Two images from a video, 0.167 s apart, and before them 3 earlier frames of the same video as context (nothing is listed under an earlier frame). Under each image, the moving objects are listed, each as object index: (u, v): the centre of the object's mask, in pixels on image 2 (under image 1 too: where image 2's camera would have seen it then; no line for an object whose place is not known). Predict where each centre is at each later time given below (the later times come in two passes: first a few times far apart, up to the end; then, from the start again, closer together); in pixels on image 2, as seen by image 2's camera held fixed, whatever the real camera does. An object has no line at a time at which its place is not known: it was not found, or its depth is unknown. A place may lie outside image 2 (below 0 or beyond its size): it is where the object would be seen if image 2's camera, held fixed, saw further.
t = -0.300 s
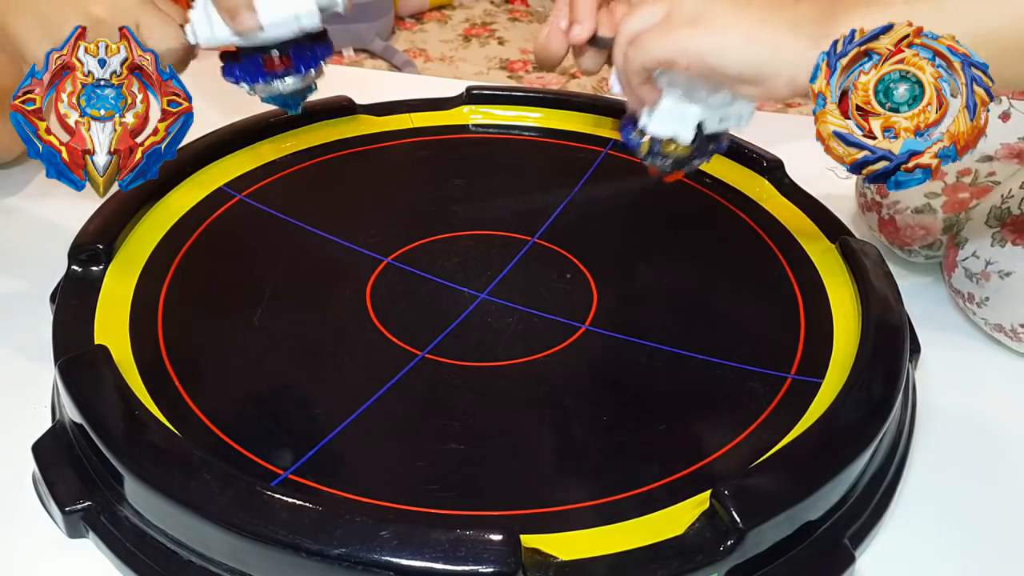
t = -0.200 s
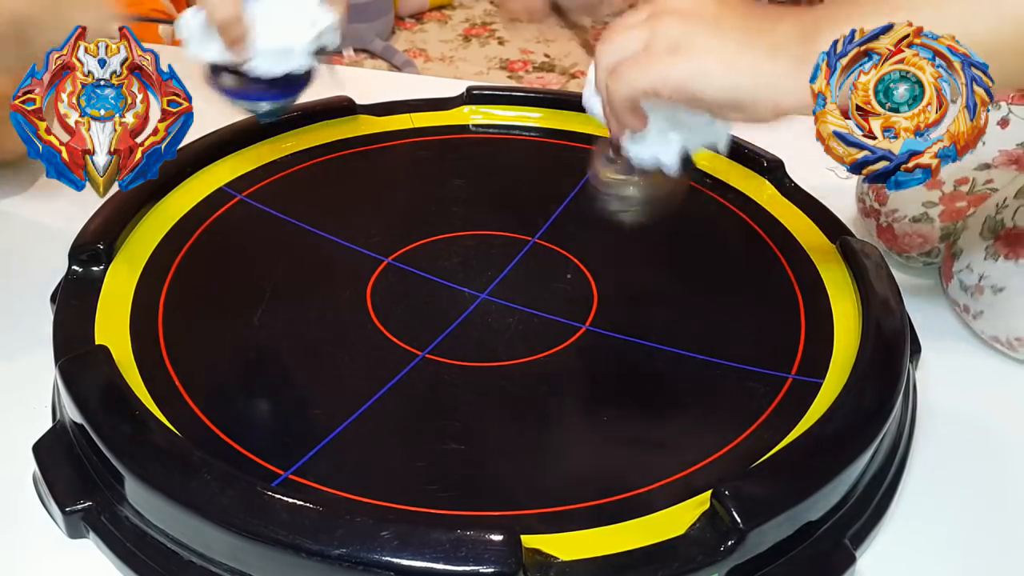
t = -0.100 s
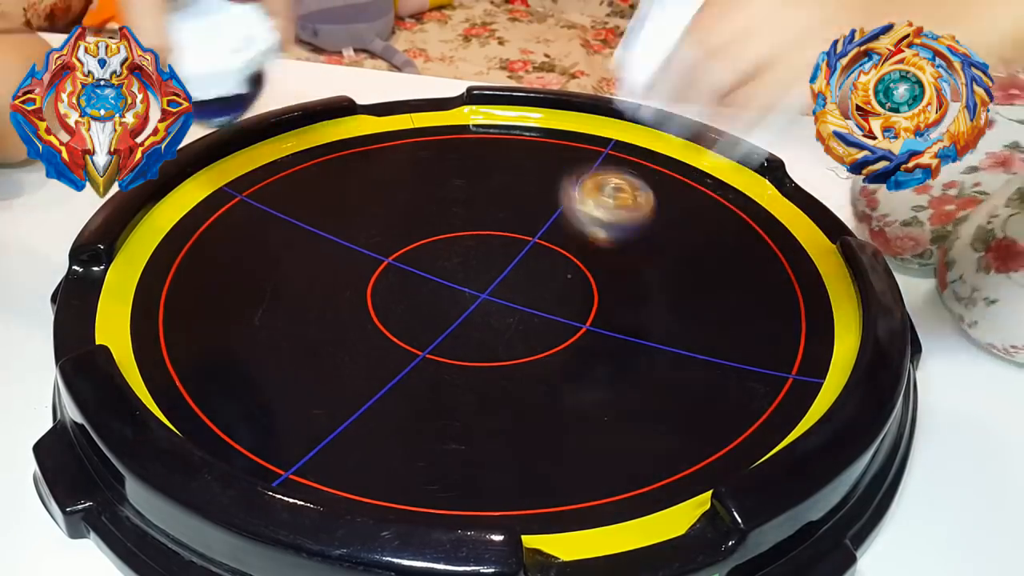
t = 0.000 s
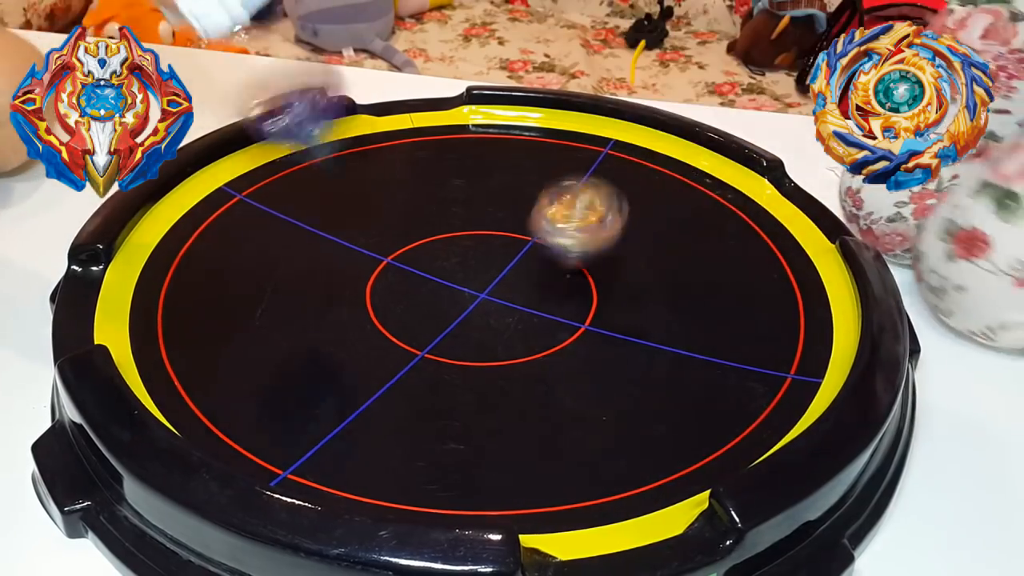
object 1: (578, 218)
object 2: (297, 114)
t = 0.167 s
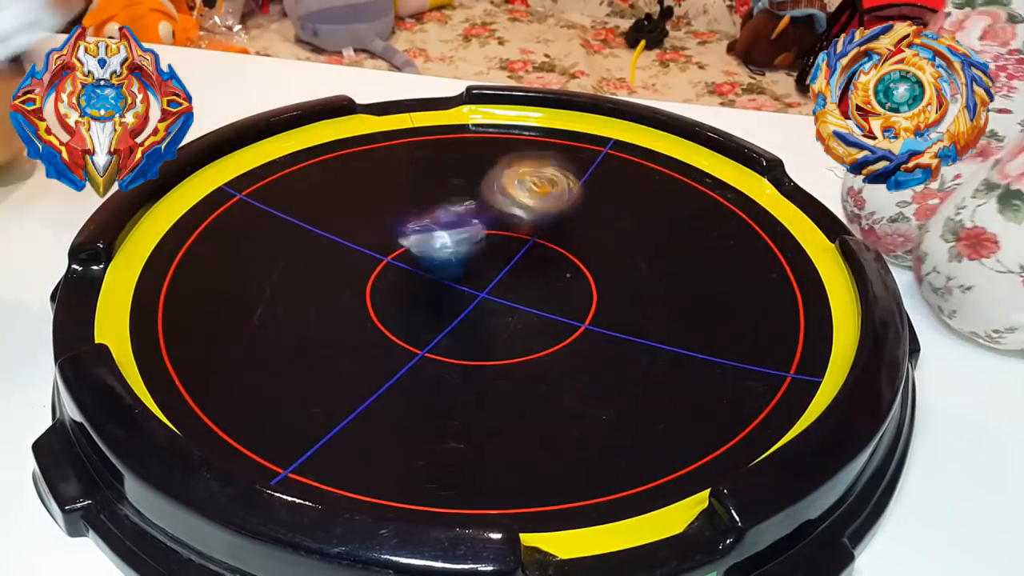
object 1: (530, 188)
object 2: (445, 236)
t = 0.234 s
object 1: (590, 175)
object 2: (400, 266)
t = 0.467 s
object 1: (674, 135)
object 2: (240, 380)
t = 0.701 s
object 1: (650, 153)
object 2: (286, 361)
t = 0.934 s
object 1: (560, 184)
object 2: (349, 270)
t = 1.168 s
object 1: (524, 151)
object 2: (373, 226)
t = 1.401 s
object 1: (570, 126)
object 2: (286, 263)
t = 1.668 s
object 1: (500, 177)
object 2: (351, 307)
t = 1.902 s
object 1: (513, 243)
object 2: (468, 310)
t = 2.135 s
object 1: (567, 230)
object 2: (576, 293)
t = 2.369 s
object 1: (558, 228)
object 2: (651, 260)
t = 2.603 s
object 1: (563, 232)
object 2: (645, 228)
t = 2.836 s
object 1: (544, 234)
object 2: (638, 224)
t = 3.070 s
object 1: (494, 218)
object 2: (683, 275)
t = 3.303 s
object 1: (497, 218)
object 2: (619, 292)
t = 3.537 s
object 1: (493, 218)
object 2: (548, 298)
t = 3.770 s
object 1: (495, 217)
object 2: (508, 283)
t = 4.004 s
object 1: (499, 210)
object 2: (486, 275)
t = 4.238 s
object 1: (499, 210)
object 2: (486, 276)
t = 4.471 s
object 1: (499, 210)
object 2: (486, 276)
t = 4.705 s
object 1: (499, 210)
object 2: (486, 276)
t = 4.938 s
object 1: (499, 210)
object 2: (486, 276)
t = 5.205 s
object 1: (499, 210)
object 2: (486, 276)
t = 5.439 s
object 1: (499, 210)
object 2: (486, 276)
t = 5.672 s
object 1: (499, 210)
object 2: (486, 276)
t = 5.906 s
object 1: (499, 210)
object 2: (486, 276)
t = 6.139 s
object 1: (499, 210)
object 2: (486, 276)
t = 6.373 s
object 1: (499, 210)
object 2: (486, 276)
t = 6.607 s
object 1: (499, 210)
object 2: (486, 276)
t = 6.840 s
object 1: (499, 210)
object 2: (486, 276)
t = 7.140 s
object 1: (499, 210)
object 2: (486, 276)
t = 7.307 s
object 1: (499, 210)
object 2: (486, 276)
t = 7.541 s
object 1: (499, 210)
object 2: (486, 276)
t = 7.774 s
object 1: (499, 210)
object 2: (486, 276)
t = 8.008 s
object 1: (499, 210)
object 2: (486, 276)
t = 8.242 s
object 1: (499, 210)
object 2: (486, 276)
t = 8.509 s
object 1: (499, 210)
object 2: (486, 276)
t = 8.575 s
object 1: (499, 210)
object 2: (486, 276)
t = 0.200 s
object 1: (559, 177)
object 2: (424, 240)
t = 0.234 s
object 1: (590, 175)
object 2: (400, 266)
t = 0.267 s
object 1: (618, 162)
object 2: (380, 290)
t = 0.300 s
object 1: (645, 150)
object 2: (354, 292)
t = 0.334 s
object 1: (665, 142)
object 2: (331, 318)
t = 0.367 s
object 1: (677, 135)
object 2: (304, 318)
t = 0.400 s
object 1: (678, 135)
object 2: (280, 322)
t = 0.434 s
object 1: (675, 135)
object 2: (253, 348)
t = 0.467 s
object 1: (674, 135)
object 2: (240, 380)
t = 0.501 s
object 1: (671, 135)
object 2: (220, 386)
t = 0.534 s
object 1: (668, 137)
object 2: (219, 396)
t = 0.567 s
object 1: (667, 138)
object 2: (233, 392)
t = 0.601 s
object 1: (666, 141)
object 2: (248, 386)
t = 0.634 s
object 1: (663, 145)
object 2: (260, 380)
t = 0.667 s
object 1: (658, 149)
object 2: (274, 370)
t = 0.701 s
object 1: (650, 153)
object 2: (286, 361)
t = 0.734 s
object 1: (642, 158)
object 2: (296, 349)
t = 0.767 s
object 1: (631, 165)
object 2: (303, 338)
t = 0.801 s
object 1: (619, 168)
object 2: (309, 324)
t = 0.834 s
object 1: (606, 173)
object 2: (318, 310)
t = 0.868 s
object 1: (591, 177)
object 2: (328, 297)
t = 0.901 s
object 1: (576, 181)
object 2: (336, 284)
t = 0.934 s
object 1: (560, 184)
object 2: (349, 270)
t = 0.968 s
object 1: (545, 186)
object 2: (364, 259)
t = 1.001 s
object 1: (528, 188)
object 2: (376, 248)
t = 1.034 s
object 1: (512, 189)
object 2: (392, 239)
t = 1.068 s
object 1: (495, 189)
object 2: (409, 227)
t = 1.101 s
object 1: (482, 186)
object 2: (422, 221)
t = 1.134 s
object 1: (500, 171)
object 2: (403, 222)
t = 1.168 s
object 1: (524, 151)
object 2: (373, 226)
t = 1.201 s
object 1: (550, 143)
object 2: (350, 232)
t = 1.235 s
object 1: (572, 121)
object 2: (330, 236)
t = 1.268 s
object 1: (583, 112)
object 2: (317, 240)
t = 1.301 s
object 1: (585, 114)
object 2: (305, 246)
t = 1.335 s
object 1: (584, 115)
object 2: (297, 251)
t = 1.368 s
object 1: (579, 119)
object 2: (290, 258)
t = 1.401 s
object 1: (570, 126)
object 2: (286, 263)
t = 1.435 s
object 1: (562, 134)
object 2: (287, 269)
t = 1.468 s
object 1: (556, 141)
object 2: (288, 276)
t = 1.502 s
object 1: (549, 146)
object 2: (292, 283)
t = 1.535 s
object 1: (541, 152)
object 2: (299, 289)
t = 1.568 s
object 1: (533, 159)
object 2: (308, 295)
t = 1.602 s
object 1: (523, 166)
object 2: (320, 300)
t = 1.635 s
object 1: (513, 173)
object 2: (334, 304)
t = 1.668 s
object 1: (500, 177)
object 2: (351, 307)
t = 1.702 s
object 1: (493, 191)
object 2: (364, 309)
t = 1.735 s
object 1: (486, 200)
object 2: (383, 311)
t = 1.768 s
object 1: (484, 210)
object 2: (398, 312)
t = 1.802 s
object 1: (485, 220)
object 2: (417, 310)
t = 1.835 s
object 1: (491, 232)
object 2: (433, 311)
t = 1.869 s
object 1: (500, 239)
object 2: (451, 309)
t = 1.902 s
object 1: (513, 243)
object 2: (468, 310)
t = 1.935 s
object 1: (529, 246)
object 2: (483, 307)
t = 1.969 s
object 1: (543, 245)
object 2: (500, 306)
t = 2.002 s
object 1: (555, 245)
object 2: (516, 302)
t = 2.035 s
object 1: (564, 241)
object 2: (532, 302)
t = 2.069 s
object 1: (569, 238)
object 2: (547, 299)
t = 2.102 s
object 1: (568, 233)
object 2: (562, 297)
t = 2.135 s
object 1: (567, 230)
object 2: (576, 293)
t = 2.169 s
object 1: (565, 229)
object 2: (591, 290)
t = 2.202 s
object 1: (563, 228)
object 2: (601, 287)
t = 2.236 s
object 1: (561, 229)
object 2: (616, 282)
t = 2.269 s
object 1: (561, 229)
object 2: (626, 278)
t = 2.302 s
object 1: (560, 229)
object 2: (637, 271)
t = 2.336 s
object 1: (559, 228)
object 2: (644, 266)
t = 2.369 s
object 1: (558, 228)
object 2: (651, 260)
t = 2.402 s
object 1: (559, 228)
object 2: (654, 255)
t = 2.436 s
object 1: (558, 228)
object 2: (658, 250)
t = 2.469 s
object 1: (559, 228)
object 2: (658, 247)
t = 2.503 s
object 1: (559, 229)
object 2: (657, 242)
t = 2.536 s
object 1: (560, 230)
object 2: (654, 237)
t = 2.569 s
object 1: (561, 231)
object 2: (649, 233)
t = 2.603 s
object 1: (563, 232)
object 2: (645, 228)
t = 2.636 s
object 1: (564, 234)
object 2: (640, 224)
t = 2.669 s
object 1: (561, 234)
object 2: (637, 222)
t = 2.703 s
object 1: (559, 236)
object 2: (638, 220)
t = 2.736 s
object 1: (558, 237)
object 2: (636, 217)
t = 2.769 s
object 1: (559, 238)
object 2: (633, 216)
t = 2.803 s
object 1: (556, 238)
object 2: (631, 217)
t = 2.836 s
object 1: (544, 234)
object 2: (638, 224)
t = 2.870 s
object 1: (531, 224)
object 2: (658, 232)
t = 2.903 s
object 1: (517, 221)
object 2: (665, 243)
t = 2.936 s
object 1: (505, 217)
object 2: (674, 245)
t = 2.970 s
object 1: (499, 217)
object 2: (682, 250)
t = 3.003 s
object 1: (497, 217)
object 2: (687, 257)
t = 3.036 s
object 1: (496, 218)
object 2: (685, 265)
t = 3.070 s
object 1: (494, 218)
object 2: (683, 275)
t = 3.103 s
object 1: (492, 217)
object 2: (678, 279)
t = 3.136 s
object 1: (490, 216)
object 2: (671, 284)
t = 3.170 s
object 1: (490, 217)
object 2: (662, 285)
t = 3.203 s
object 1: (493, 217)
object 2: (648, 292)
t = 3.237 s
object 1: (495, 218)
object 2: (635, 294)
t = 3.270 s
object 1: (497, 218)
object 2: (628, 292)
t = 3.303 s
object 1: (497, 218)
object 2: (619, 292)
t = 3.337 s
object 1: (497, 218)
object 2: (609, 292)
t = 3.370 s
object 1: (496, 218)
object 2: (597, 295)
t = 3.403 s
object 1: (494, 218)
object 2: (583, 296)
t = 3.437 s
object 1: (493, 218)
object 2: (575, 298)
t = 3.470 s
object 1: (493, 217)
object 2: (566, 298)
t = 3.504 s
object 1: (493, 217)
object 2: (557, 297)
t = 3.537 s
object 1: (493, 218)
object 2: (548, 298)
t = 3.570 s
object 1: (493, 217)
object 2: (544, 298)
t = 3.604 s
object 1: (493, 217)
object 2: (541, 289)
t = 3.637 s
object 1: (493, 214)
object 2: (532, 287)
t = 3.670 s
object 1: (493, 211)
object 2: (522, 285)
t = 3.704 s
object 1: (493, 214)
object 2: (515, 284)
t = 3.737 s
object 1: (494, 218)
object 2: (513, 284)
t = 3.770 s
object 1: (495, 217)
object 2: (508, 283)
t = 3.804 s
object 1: (494, 216)
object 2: (505, 279)
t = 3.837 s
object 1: (495, 214)
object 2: (497, 280)
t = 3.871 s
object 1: (496, 214)
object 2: (490, 282)
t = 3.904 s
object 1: (497, 214)
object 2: (485, 281)
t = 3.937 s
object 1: (498, 211)
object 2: (486, 279)
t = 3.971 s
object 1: (499, 211)
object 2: (486, 277)
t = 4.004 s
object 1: (499, 210)
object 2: (486, 275)
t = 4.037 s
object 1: (499, 210)
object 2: (486, 275)
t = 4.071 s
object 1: (499, 210)
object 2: (486, 276)
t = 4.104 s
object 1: (499, 210)
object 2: (486, 276)
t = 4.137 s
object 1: (499, 210)
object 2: (486, 276)
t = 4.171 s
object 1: (499, 210)
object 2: (486, 276)
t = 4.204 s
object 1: (499, 210)
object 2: (486, 276)
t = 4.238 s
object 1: (499, 210)
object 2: (486, 276)
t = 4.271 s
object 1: (499, 210)
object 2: (486, 276)
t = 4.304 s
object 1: (499, 210)
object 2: (486, 276)
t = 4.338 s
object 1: (499, 210)
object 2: (486, 276)
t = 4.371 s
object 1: (499, 210)
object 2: (486, 276)
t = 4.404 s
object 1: (499, 210)
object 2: (486, 276)
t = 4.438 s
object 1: (499, 210)
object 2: (486, 276)
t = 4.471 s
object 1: (499, 210)
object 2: (486, 276)
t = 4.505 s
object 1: (499, 210)
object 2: (486, 276)
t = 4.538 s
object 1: (499, 210)
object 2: (486, 276)
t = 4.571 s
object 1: (499, 210)
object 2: (486, 276)
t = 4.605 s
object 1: (499, 210)
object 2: (486, 276)
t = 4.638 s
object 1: (499, 210)
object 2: (486, 276)
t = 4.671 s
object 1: (499, 210)
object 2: (486, 276)
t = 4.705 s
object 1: (499, 210)
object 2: (486, 276)
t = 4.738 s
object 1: (499, 210)
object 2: (486, 276)
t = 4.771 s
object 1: (499, 210)
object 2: (486, 276)
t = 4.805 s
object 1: (499, 210)
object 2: (486, 276)
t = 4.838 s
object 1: (499, 210)
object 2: (486, 276)
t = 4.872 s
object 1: (499, 210)
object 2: (486, 276)
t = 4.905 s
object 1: (499, 210)
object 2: (486, 276)
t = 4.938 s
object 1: (499, 210)
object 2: (486, 276)
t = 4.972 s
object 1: (499, 210)
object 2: (486, 276)
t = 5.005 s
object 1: (499, 210)
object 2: (486, 276)
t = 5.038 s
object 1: (499, 210)
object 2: (486, 276)
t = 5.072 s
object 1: (499, 210)
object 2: (486, 276)
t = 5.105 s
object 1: (499, 210)
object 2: (486, 276)
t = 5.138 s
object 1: (499, 210)
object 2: (486, 276)
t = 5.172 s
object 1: (499, 210)
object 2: (486, 276)
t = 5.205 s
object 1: (499, 210)
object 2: (486, 276)
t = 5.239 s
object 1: (499, 210)
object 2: (486, 276)
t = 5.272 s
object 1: (499, 210)
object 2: (486, 276)
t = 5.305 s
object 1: (499, 210)
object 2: (486, 276)
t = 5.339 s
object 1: (499, 210)
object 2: (486, 276)
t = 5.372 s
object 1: (499, 210)
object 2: (486, 276)
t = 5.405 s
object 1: (499, 210)
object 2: (486, 276)
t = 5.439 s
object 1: (499, 210)
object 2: (486, 276)
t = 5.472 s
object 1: (499, 210)
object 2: (486, 276)
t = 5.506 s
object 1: (499, 210)
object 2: (486, 276)
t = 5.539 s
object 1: (499, 210)
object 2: (486, 276)
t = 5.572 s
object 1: (499, 210)
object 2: (486, 276)
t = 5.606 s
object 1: (499, 210)
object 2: (486, 276)
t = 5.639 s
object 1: (499, 210)
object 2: (486, 276)
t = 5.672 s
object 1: (499, 210)
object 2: (486, 276)
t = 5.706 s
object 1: (499, 210)
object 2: (486, 276)
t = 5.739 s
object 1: (499, 210)
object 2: (486, 276)
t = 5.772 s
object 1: (499, 210)
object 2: (486, 276)
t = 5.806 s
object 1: (499, 210)
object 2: (486, 276)
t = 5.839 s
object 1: (499, 210)
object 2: (486, 276)
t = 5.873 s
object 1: (499, 210)
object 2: (486, 276)
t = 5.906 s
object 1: (499, 210)
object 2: (486, 276)
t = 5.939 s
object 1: (499, 211)
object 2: (486, 276)
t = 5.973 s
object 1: (499, 211)
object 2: (486, 276)
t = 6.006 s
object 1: (499, 211)
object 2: (486, 276)
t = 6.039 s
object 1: (499, 211)
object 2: (486, 276)
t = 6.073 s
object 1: (499, 210)
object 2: (486, 276)
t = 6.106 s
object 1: (499, 210)
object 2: (486, 276)
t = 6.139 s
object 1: (499, 210)
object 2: (486, 276)
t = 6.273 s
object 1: (499, 210)
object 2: (486, 276)
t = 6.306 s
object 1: (499, 210)
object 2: (486, 276)
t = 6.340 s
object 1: (499, 210)
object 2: (486, 276)
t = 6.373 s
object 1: (499, 210)
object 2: (486, 276)
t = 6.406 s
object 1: (499, 210)
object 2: (486, 276)
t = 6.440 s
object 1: (499, 210)
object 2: (486, 276)
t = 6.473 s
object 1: (499, 210)
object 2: (486, 276)
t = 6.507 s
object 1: (499, 210)
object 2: (486, 276)
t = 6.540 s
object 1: (499, 210)
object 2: (486, 276)
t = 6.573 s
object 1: (499, 210)
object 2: (486, 276)
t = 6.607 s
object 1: (499, 210)
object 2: (486, 276)
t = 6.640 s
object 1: (499, 210)
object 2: (486, 276)
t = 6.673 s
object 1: (499, 210)
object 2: (486, 276)
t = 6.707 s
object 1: (499, 210)
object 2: (486, 276)
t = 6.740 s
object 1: (499, 210)
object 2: (486, 276)
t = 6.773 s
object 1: (499, 210)
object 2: (486, 276)
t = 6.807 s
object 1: (499, 210)
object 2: (486, 276)
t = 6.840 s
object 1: (499, 210)
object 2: (486, 276)
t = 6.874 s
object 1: (499, 210)
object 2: (486, 276)
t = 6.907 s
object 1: (499, 210)
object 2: (486, 276)
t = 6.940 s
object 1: (499, 210)
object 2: (486, 276)
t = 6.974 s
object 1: (499, 210)
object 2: (486, 276)
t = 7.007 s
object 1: (499, 210)
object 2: (486, 276)
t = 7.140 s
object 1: (499, 210)
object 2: (486, 276)
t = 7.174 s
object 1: (499, 210)
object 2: (486, 276)
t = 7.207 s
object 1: (499, 210)
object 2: (486, 276)
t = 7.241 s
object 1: (499, 210)
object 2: (486, 276)
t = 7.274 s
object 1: (499, 210)
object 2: (486, 276)
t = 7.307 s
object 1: (499, 210)
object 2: (486, 276)
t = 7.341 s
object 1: (499, 210)
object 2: (486, 276)
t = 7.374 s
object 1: (499, 210)
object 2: (486, 276)
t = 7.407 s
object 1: (499, 210)
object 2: (486, 276)
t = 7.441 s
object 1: (499, 210)
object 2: (486, 276)
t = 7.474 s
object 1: (499, 210)
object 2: (486, 276)
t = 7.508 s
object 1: (499, 210)
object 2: (486, 276)
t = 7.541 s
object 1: (499, 210)
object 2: (486, 276)
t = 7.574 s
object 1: (499, 210)
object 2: (486, 276)
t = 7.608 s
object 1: (499, 210)
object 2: (486, 276)
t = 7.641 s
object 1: (499, 210)
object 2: (486, 276)
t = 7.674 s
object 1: (499, 210)
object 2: (486, 276)
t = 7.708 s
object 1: (499, 210)
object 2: (486, 276)
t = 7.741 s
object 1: (499, 210)
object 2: (486, 276)
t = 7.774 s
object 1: (499, 210)
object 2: (486, 276)
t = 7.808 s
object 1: (499, 210)
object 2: (486, 276)
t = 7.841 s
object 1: (499, 210)
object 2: (486, 276)
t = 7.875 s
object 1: (499, 210)
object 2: (486, 276)
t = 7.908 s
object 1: (499, 210)
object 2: (486, 276)
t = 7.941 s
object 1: (499, 210)
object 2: (486, 276)
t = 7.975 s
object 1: (499, 210)
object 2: (486, 276)
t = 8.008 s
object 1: (499, 210)
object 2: (486, 276)
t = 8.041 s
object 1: (499, 210)
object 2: (486, 276)
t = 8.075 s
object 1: (499, 210)
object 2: (486, 276)
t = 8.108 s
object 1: (499, 210)
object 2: (486, 276)
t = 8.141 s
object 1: (499, 210)
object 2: (486, 276)
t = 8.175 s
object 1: (499, 210)
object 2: (486, 276)
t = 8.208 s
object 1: (499, 210)
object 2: (486, 276)
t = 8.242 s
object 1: (499, 210)
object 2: (486, 276)
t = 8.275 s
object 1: (499, 210)
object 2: (486, 276)
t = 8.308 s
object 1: (499, 210)
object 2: (486, 276)
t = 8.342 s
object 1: (499, 210)
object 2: (486, 276)
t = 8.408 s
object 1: (499, 210)
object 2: (486, 276)
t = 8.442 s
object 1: (499, 210)
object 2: (486, 276)
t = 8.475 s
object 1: (499, 210)
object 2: (486, 276)
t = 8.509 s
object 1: (499, 210)
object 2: (486, 276)
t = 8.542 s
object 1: (499, 210)
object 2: (486, 276)
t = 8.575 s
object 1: (499, 210)
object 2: (486, 276)
